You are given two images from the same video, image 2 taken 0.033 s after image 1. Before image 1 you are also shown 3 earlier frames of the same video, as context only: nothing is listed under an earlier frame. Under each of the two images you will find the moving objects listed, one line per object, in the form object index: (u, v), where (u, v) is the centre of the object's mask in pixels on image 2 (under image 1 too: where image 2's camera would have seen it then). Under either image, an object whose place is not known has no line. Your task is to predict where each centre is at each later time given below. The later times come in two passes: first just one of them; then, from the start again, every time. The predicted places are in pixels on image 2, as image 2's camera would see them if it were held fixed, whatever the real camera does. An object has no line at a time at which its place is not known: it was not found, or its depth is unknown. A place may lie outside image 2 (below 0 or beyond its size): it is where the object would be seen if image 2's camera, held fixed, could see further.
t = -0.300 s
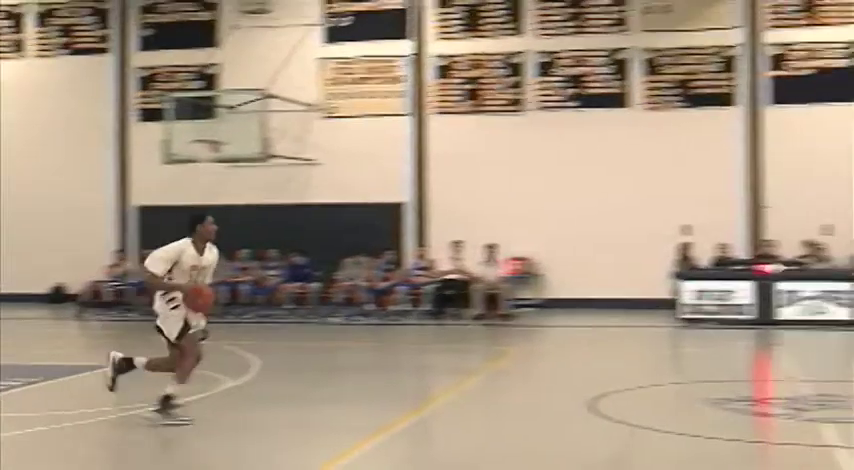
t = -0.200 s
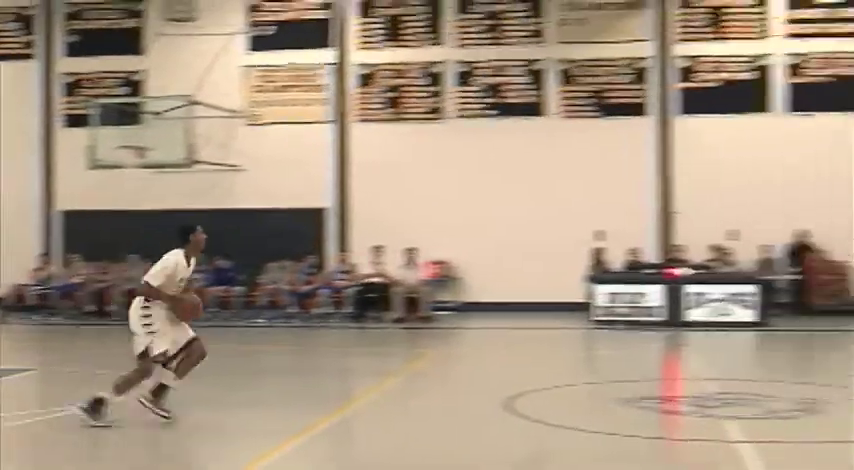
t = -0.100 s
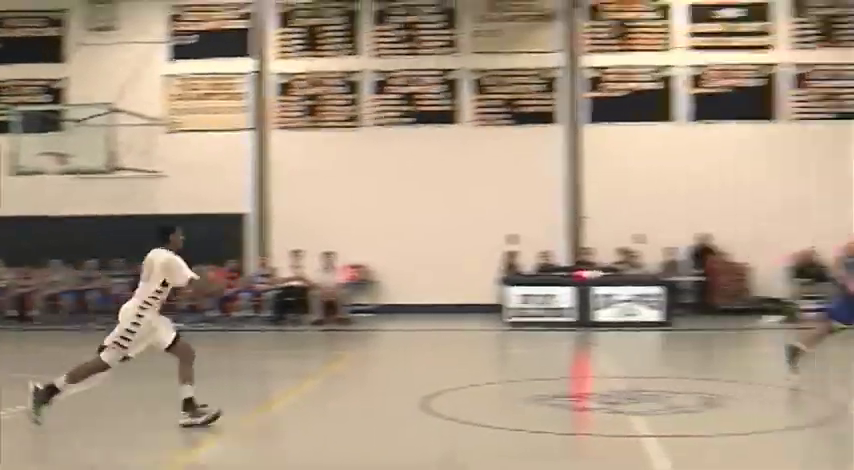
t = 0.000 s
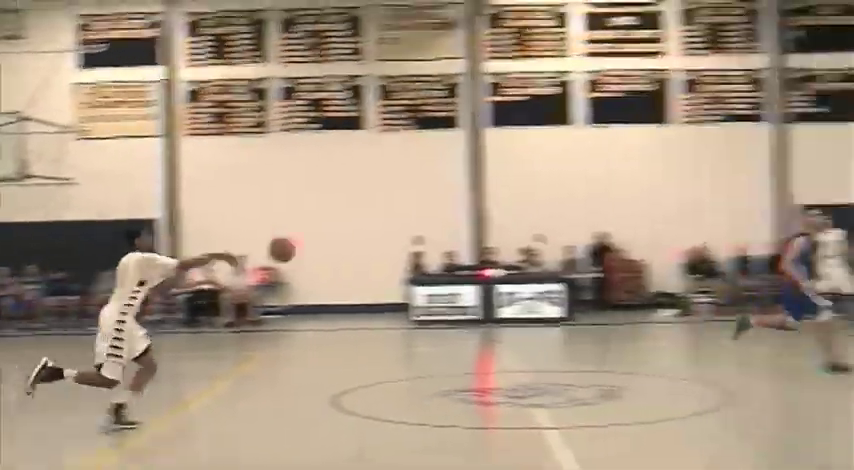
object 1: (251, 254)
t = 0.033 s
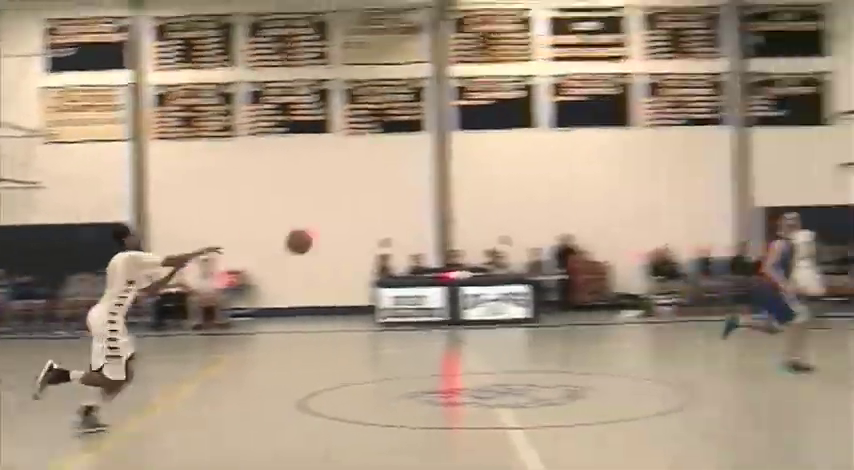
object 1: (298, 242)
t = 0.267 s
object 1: (582, 195)
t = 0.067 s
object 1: (345, 231)
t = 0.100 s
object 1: (390, 223)
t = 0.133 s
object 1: (433, 214)
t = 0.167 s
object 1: (473, 208)
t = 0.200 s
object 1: (511, 203)
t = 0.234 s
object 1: (547, 198)
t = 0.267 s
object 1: (582, 195)
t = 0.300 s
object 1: (614, 192)
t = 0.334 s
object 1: (646, 189)
